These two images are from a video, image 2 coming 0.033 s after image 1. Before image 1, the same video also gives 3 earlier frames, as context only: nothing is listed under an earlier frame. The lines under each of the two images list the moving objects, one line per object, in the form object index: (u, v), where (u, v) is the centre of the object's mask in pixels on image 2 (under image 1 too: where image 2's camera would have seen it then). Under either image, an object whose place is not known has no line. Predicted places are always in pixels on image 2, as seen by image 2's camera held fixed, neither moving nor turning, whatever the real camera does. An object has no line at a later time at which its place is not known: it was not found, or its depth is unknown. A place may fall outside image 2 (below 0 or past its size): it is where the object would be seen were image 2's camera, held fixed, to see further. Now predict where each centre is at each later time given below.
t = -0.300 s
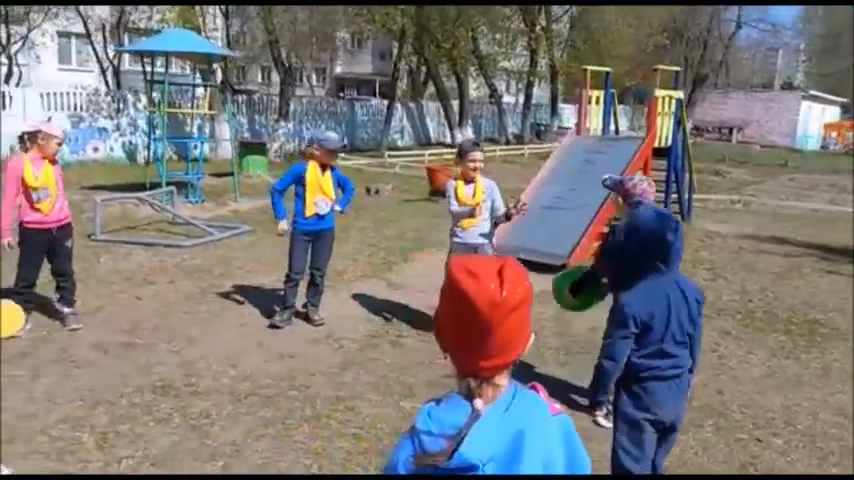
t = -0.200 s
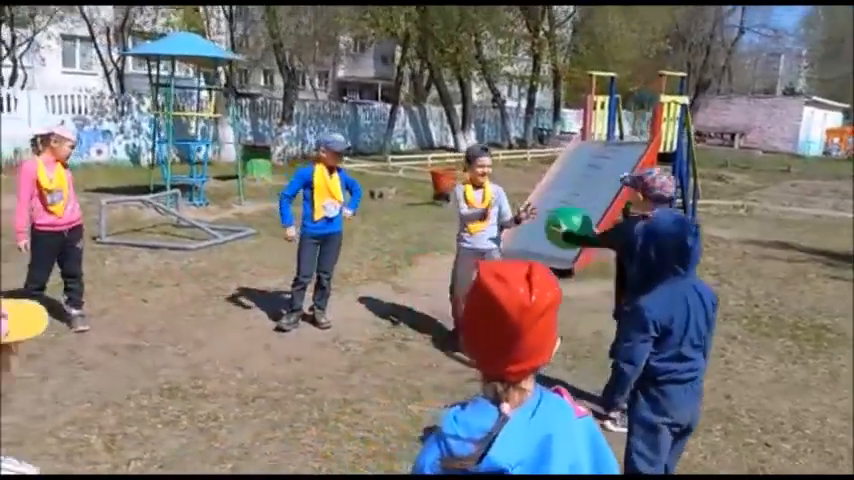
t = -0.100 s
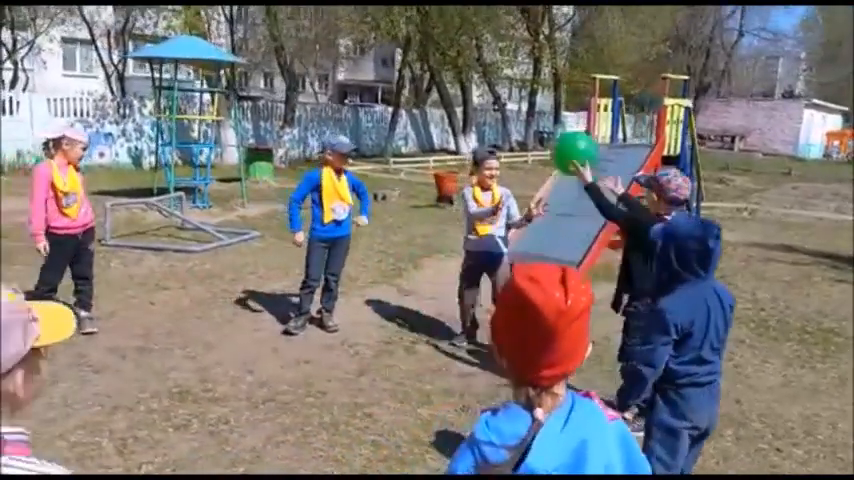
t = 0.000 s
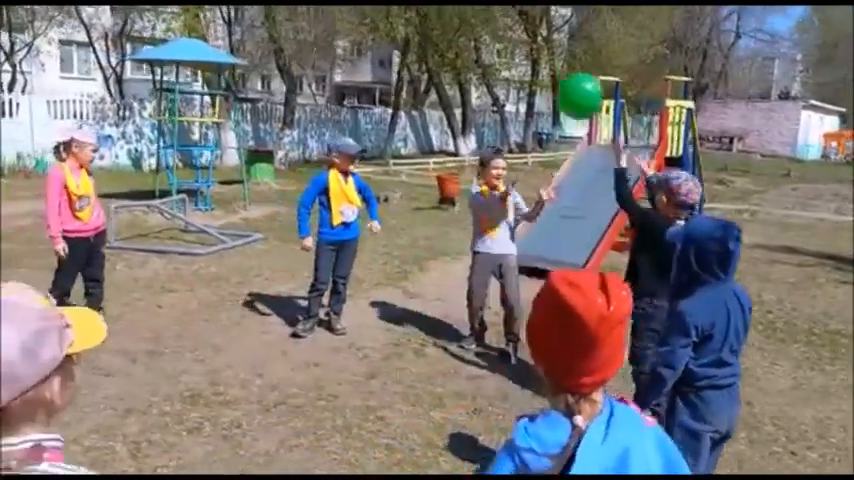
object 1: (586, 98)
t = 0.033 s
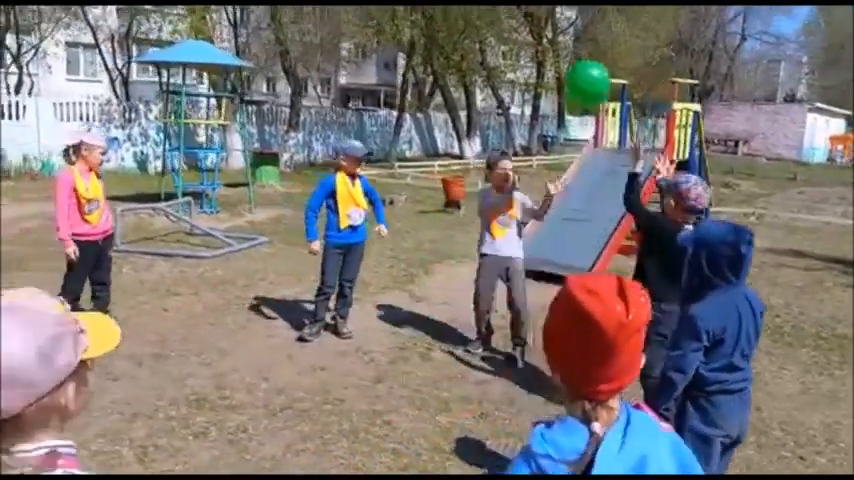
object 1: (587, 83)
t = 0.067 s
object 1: (590, 71)
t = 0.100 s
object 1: (591, 60)
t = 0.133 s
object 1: (593, 52)
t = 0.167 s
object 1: (594, 46)
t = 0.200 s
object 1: (594, 44)
